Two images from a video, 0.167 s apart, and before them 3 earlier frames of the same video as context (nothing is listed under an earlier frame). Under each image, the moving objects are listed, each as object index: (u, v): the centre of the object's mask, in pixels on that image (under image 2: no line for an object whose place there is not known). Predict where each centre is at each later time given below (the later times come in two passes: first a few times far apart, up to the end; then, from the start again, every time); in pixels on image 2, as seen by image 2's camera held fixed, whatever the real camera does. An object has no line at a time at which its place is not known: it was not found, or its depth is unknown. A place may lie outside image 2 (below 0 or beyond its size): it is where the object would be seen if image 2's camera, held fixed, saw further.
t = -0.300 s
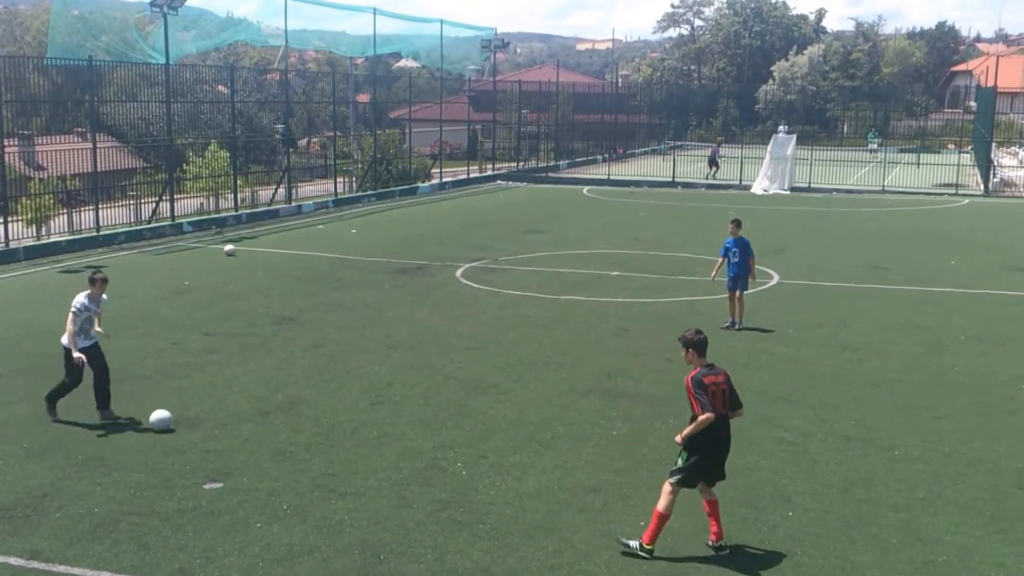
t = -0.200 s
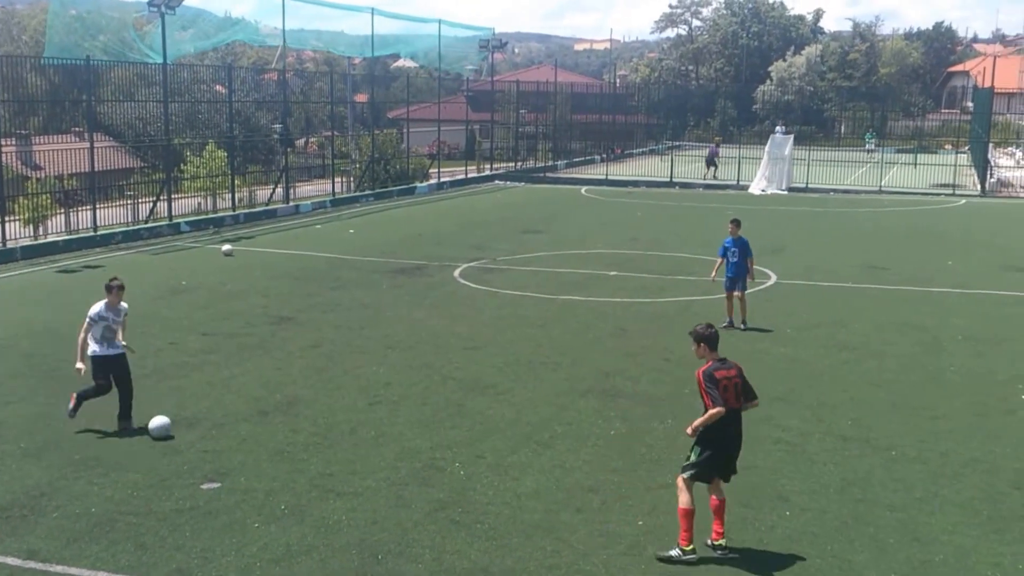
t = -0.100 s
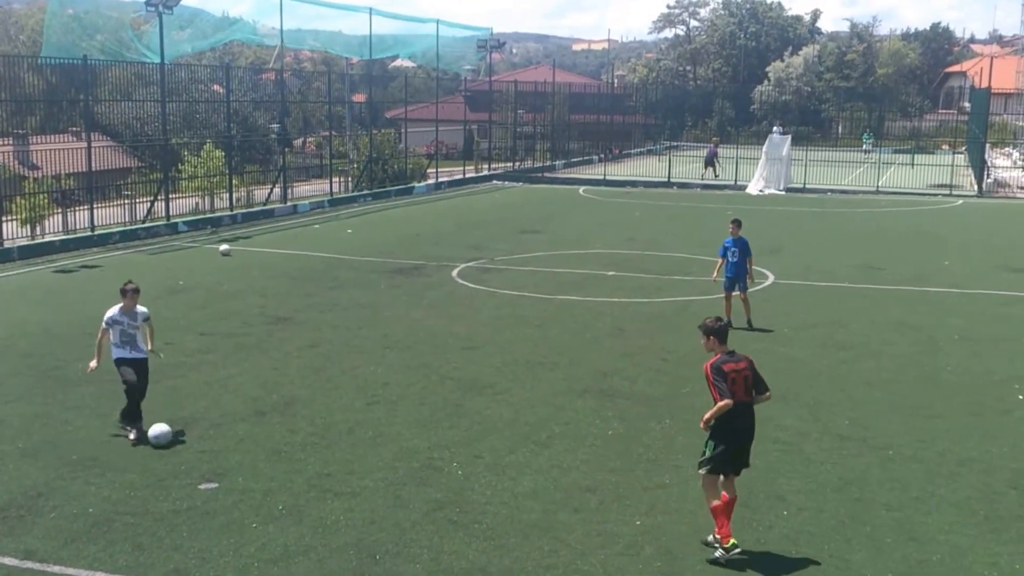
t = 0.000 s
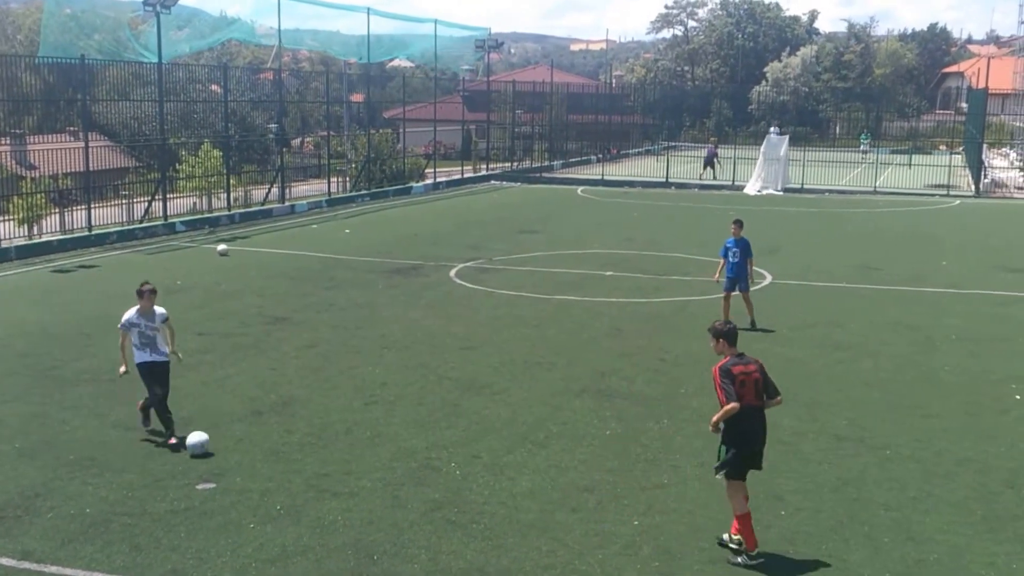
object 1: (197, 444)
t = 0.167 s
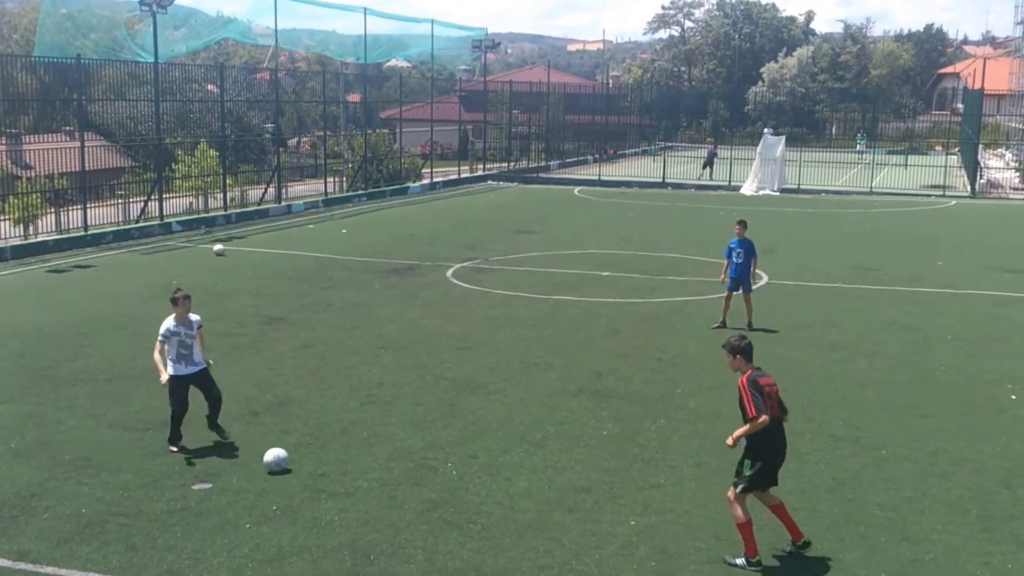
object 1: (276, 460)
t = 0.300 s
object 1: (331, 472)
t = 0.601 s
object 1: (439, 499)
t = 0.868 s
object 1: (541, 524)
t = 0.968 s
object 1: (582, 533)
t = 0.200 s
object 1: (289, 462)
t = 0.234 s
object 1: (303, 463)
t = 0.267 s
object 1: (316, 467)
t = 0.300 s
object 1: (331, 472)
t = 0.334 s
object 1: (342, 474)
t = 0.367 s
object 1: (354, 475)
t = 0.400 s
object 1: (366, 478)
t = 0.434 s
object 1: (378, 483)
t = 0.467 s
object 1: (390, 486)
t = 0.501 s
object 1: (402, 487)
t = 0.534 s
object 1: (414, 490)
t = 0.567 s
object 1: (426, 495)
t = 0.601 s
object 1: (439, 499)
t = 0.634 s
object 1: (451, 501)
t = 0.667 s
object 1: (463, 504)
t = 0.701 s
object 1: (476, 507)
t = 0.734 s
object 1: (489, 511)
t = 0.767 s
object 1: (502, 514)
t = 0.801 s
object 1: (515, 517)
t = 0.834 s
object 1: (528, 520)
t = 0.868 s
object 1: (541, 524)
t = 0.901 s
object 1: (555, 527)
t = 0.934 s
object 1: (569, 530)
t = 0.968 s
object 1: (582, 533)
